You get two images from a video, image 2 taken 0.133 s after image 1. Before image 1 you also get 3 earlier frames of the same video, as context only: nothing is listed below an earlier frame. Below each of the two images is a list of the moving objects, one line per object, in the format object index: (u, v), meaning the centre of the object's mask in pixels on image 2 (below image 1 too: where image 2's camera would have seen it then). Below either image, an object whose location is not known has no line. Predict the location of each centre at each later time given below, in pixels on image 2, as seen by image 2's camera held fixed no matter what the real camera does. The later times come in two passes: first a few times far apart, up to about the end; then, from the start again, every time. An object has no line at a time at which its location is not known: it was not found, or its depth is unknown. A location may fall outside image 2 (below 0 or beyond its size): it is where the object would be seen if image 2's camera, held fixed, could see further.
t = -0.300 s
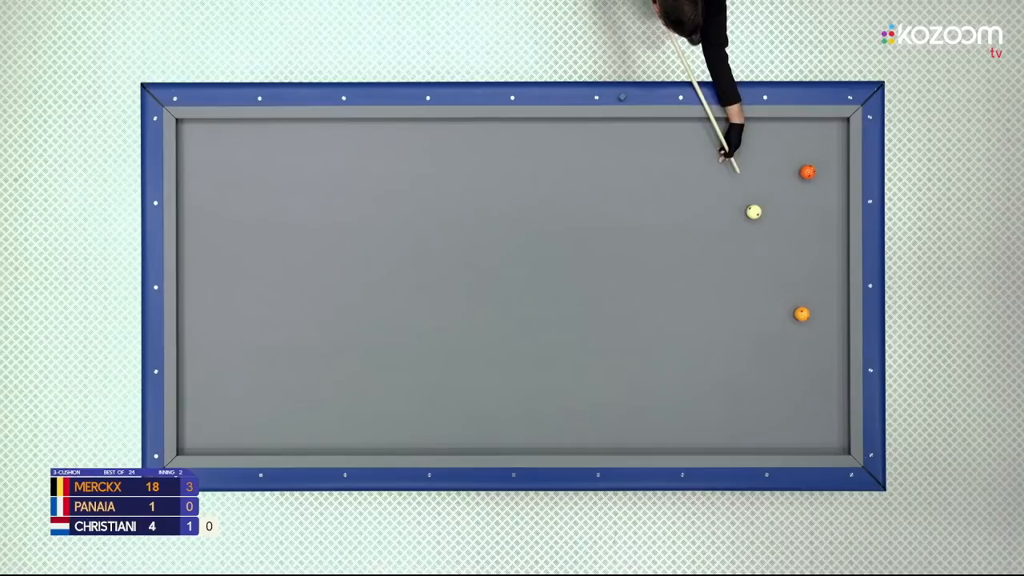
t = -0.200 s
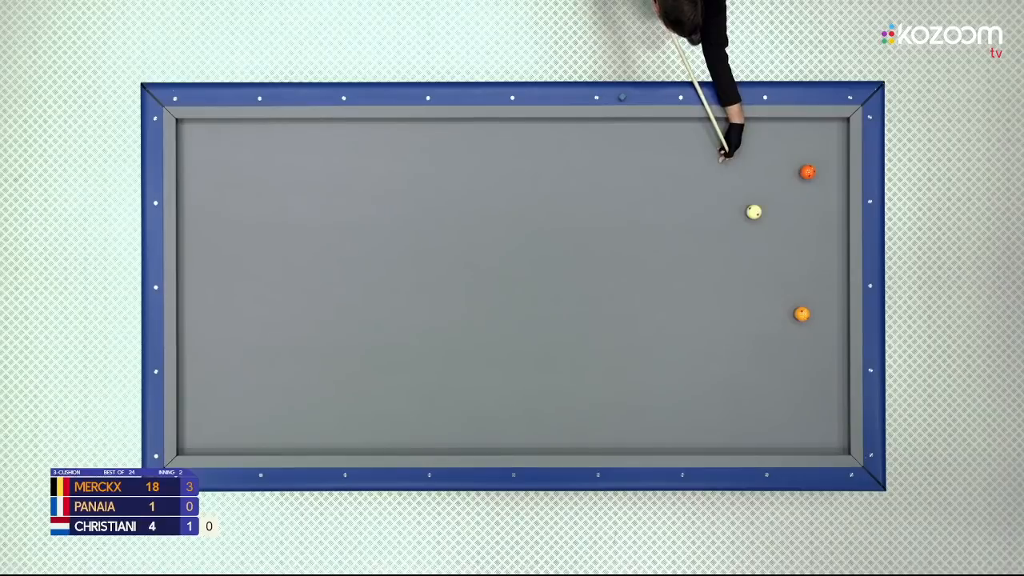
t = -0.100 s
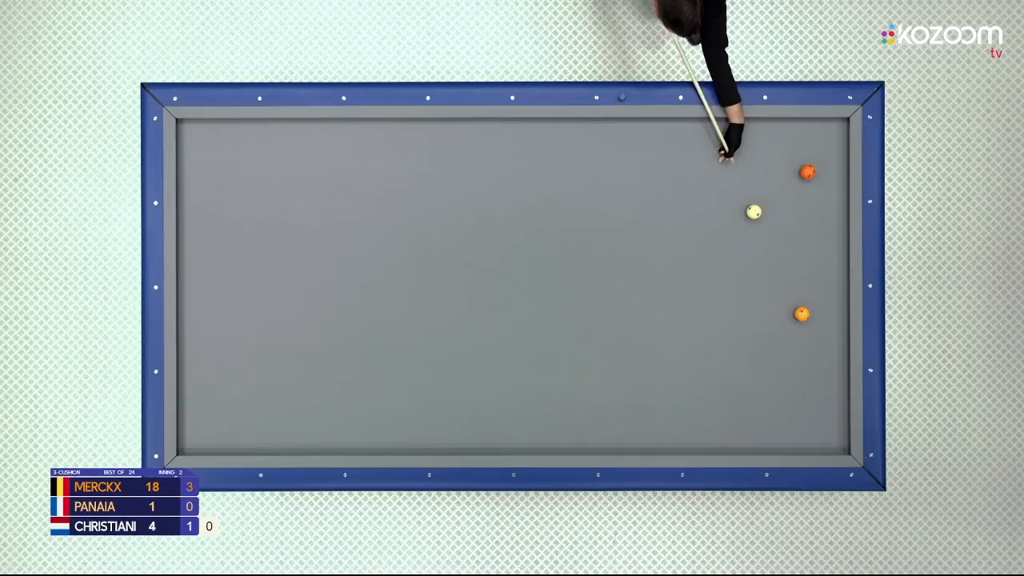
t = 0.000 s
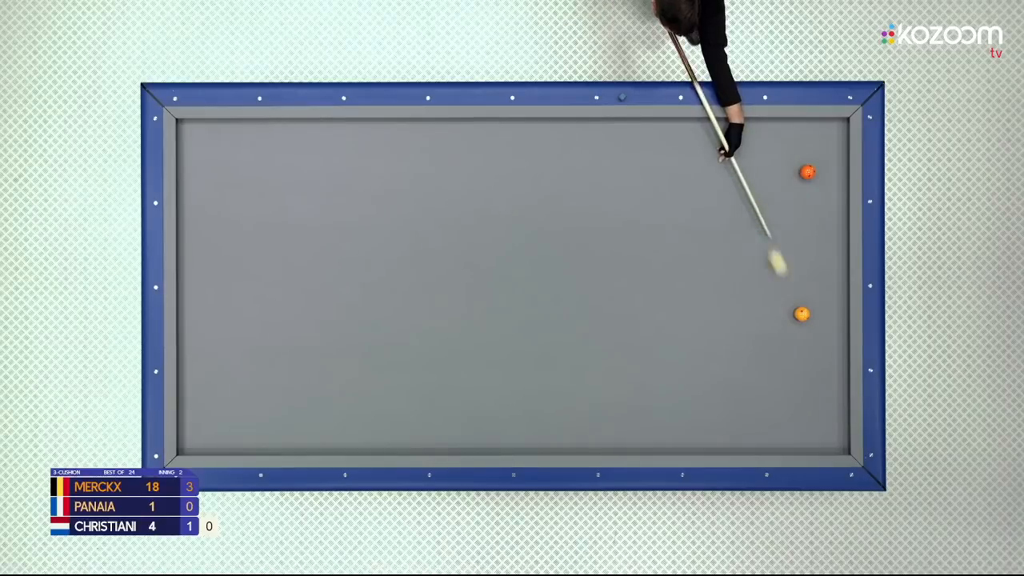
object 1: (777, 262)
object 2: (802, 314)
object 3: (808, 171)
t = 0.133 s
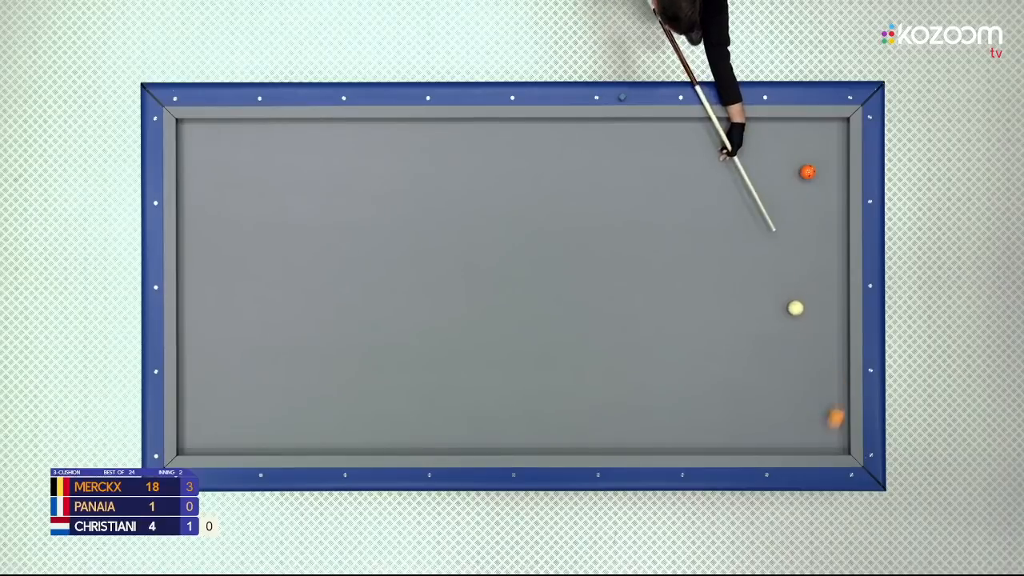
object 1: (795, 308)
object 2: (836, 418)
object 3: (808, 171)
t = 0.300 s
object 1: (798, 324)
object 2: (761, 370)
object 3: (808, 171)
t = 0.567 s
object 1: (816, 373)
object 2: (647, 212)
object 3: (808, 171)
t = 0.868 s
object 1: (840, 443)
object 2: (559, 174)
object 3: (808, 172)
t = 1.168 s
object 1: (840, 416)
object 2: (510, 267)
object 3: (808, 172)
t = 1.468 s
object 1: (836, 387)
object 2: (461, 345)
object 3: (808, 172)
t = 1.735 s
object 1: (832, 362)
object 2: (418, 414)
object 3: (808, 172)
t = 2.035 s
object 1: (828, 335)
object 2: (379, 419)
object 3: (808, 172)
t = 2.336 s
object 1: (824, 309)
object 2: (347, 378)
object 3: (808, 172)
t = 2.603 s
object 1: (821, 287)
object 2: (319, 342)
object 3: (808, 172)
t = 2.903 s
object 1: (817, 263)
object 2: (288, 303)
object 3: (808, 172)
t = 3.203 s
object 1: (814, 240)
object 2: (258, 265)
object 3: (808, 172)
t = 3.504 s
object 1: (811, 218)
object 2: (229, 227)
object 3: (808, 172)
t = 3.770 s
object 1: (808, 199)
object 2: (203, 195)
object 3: (808, 172)
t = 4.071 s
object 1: (804, 185)
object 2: (188, 160)
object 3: (809, 166)
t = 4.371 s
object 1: (799, 180)
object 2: (205, 130)
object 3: (811, 154)
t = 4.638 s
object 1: (795, 176)
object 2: (222, 139)
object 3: (813, 144)
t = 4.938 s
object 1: (791, 172)
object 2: (240, 155)
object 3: (815, 133)
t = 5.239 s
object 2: (258, 171)
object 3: (817, 125)
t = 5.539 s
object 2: (275, 186)
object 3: (818, 130)
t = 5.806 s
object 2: (289, 199)
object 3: (819, 133)
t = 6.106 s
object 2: (305, 213)
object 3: (820, 136)
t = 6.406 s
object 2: (319, 227)
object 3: (821, 139)
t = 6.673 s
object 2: (332, 238)
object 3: (821, 140)
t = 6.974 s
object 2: (345, 250)
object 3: (821, 141)
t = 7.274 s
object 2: (357, 261)
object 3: (821, 141)
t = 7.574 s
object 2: (368, 272)
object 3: (821, 141)
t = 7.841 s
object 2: (378, 281)
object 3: (821, 141)
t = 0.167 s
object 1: (795, 310)
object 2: (822, 445)
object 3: (808, 171)
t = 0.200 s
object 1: (796, 314)
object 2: (807, 434)
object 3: (808, 171)
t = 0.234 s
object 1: (796, 317)
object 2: (790, 412)
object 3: (808, 171)
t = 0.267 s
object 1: (797, 320)
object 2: (776, 390)
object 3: (808, 171)
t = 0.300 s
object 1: (798, 324)
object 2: (761, 370)
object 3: (808, 171)
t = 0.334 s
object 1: (799, 329)
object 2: (745, 349)
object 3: (808, 171)
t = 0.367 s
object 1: (801, 334)
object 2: (731, 328)
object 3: (808, 171)
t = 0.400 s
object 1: (803, 339)
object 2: (716, 308)
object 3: (808, 171)
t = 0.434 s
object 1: (805, 345)
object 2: (702, 288)
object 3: (808, 171)
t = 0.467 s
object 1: (807, 351)
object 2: (688, 269)
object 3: (808, 171)
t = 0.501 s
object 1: (810, 358)
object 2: (674, 249)
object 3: (808, 171)
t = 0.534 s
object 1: (813, 365)
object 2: (660, 230)
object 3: (808, 171)
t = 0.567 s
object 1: (816, 373)
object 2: (647, 212)
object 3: (808, 171)
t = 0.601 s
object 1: (819, 381)
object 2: (634, 194)
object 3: (808, 171)
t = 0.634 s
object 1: (822, 389)
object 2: (621, 176)
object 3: (808, 171)
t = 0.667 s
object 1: (825, 396)
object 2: (608, 159)
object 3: (808, 171)
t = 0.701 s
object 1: (829, 405)
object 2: (596, 142)
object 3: (808, 171)
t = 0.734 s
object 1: (833, 413)
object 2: (583, 126)
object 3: (809, 171)
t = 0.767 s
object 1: (836, 421)
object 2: (577, 135)
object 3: (805, 174)
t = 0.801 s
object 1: (840, 429)
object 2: (571, 148)
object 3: (807, 172)
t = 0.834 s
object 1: (842, 437)
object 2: (565, 161)
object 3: (808, 172)
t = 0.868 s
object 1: (840, 443)
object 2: (559, 174)
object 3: (808, 172)
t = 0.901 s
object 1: (838, 447)
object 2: (554, 187)
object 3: (808, 172)
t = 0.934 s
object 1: (839, 442)
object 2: (549, 198)
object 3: (808, 172)
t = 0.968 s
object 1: (840, 438)
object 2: (543, 210)
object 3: (808, 172)
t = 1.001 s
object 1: (841, 434)
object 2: (537, 220)
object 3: (808, 172)
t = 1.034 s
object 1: (842, 430)
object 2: (532, 230)
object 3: (808, 172)
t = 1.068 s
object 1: (842, 426)
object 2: (526, 240)
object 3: (808, 172)
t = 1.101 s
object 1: (841, 423)
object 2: (521, 250)
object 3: (808, 172)
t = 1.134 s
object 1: (841, 419)
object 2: (515, 258)
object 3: (808, 172)
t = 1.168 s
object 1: (840, 416)
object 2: (510, 267)
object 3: (808, 172)
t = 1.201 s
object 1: (840, 413)
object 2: (505, 275)
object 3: (808, 172)
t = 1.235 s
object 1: (839, 410)
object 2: (499, 285)
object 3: (808, 172)
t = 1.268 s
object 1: (839, 407)
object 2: (494, 293)
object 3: (808, 172)
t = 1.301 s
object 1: (838, 403)
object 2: (488, 302)
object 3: (808, 172)
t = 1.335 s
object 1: (838, 400)
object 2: (482, 311)
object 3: (808, 171)
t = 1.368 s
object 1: (837, 397)
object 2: (477, 319)
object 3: (808, 172)
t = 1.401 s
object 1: (837, 394)
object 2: (472, 328)
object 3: (808, 172)
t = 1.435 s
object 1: (836, 390)
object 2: (466, 337)
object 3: (808, 172)
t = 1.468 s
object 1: (836, 387)
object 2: (461, 345)
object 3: (808, 172)
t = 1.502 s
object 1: (835, 384)
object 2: (455, 354)
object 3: (808, 172)
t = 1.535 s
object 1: (835, 381)
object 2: (450, 362)
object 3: (808, 171)
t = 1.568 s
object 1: (834, 378)
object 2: (444, 371)
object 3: (808, 172)
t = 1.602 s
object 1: (834, 375)
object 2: (439, 380)
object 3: (808, 172)
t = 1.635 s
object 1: (834, 372)
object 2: (434, 388)
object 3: (808, 172)
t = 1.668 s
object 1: (833, 368)
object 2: (428, 397)
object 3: (808, 172)
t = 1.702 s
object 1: (833, 366)
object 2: (423, 405)
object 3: (808, 172)
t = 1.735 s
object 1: (832, 362)
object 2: (418, 414)
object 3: (808, 172)
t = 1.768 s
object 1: (832, 359)
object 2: (412, 423)
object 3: (808, 172)
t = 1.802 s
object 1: (831, 356)
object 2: (407, 431)
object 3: (808, 172)
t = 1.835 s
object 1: (831, 353)
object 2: (401, 439)
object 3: (808, 172)
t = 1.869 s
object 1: (830, 350)
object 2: (396, 447)
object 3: (808, 172)
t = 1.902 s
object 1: (830, 347)
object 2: (392, 443)
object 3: (808, 172)
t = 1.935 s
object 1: (829, 344)
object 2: (389, 436)
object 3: (808, 172)
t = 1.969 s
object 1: (829, 341)
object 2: (386, 430)
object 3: (808, 172)
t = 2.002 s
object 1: (829, 338)
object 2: (382, 424)
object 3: (808, 172)
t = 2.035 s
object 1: (828, 335)
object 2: (379, 419)
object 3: (808, 172)
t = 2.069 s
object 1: (828, 332)
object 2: (375, 414)
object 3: (808, 172)
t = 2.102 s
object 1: (827, 329)
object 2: (371, 410)
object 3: (808, 172)
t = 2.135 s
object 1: (827, 327)
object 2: (368, 405)
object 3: (808, 172)
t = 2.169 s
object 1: (826, 323)
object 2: (364, 401)
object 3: (808, 172)
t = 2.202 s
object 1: (826, 321)
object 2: (361, 396)
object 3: (808, 172)
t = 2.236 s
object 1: (826, 318)
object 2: (357, 391)
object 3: (808, 172)
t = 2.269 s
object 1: (825, 315)
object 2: (354, 387)
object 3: (808, 172)
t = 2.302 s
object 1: (825, 312)
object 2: (350, 382)
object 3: (808, 172)
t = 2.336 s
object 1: (824, 309)
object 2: (347, 378)
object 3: (808, 172)
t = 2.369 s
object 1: (824, 306)
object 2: (343, 374)
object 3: (808, 172)
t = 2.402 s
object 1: (823, 304)
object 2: (339, 369)
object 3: (808, 172)
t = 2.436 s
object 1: (823, 301)
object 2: (336, 365)
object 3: (808, 172)
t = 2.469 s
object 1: (823, 298)
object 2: (332, 360)
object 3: (808, 172)
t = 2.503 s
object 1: (822, 295)
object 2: (329, 356)
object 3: (808, 172)
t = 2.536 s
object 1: (822, 293)
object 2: (326, 351)
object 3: (808, 172)
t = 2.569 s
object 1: (821, 290)
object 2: (322, 347)
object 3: (808, 172)
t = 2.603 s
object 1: (821, 287)
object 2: (319, 342)
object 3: (808, 172)
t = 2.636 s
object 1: (820, 284)
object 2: (315, 338)
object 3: (808, 172)
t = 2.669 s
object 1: (820, 281)
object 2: (312, 334)
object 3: (808, 172)
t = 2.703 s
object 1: (820, 279)
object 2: (309, 329)
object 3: (808, 172)
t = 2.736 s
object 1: (819, 276)
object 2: (305, 325)
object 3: (808, 172)
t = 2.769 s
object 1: (819, 274)
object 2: (302, 321)
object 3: (808, 172)
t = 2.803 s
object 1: (819, 271)
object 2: (299, 316)
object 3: (808, 172)
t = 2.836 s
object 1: (818, 268)
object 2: (295, 312)
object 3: (808, 172)
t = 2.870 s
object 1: (818, 266)
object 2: (291, 307)
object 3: (808, 172)
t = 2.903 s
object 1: (817, 263)
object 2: (288, 303)
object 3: (808, 172)
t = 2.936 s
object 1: (817, 260)
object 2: (285, 299)
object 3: (808, 172)
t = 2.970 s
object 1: (816, 258)
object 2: (281, 295)
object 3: (808, 172)
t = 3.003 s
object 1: (816, 255)
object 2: (278, 290)
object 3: (808, 172)
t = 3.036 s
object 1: (816, 253)
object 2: (275, 286)
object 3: (808, 172)
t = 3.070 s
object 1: (815, 250)
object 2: (271, 282)
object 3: (808, 172)
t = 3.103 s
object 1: (815, 248)
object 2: (268, 278)
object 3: (808, 172)
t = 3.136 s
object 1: (815, 245)
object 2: (265, 274)
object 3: (808, 172)
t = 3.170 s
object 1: (814, 242)
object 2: (261, 269)
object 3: (808, 172)
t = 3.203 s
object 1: (814, 240)
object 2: (258, 265)
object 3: (808, 172)
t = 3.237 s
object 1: (813, 237)
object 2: (255, 261)
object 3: (808, 172)
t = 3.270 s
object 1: (813, 235)
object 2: (251, 256)
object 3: (808, 172)
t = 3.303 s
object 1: (813, 232)
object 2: (248, 252)
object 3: (808, 172)
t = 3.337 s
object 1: (812, 230)
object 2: (245, 248)
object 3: (808, 172)
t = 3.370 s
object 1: (812, 228)
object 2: (242, 244)
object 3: (808, 172)
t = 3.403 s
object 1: (812, 225)
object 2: (239, 240)
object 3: (808, 172)
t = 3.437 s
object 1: (811, 223)
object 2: (235, 236)
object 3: (808, 172)
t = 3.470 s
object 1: (811, 220)
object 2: (232, 231)
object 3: (808, 172)
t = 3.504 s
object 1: (811, 218)
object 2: (229, 227)
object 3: (808, 172)
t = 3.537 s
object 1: (810, 215)
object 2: (226, 223)
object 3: (808, 172)
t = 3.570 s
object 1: (810, 213)
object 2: (222, 219)
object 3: (808, 172)
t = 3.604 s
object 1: (810, 211)
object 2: (219, 215)
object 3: (808, 172)
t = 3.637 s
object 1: (809, 208)
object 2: (216, 211)
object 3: (808, 172)
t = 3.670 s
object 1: (809, 206)
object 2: (213, 207)
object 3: (808, 172)
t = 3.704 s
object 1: (808, 204)
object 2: (210, 203)
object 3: (808, 172)
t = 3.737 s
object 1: (808, 201)
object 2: (207, 199)
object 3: (808, 172)
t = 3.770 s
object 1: (808, 199)
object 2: (203, 195)
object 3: (808, 172)
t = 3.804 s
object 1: (808, 196)
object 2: (200, 191)
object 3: (808, 172)
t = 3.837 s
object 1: (807, 194)
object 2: (197, 187)
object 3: (808, 172)
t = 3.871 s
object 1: (807, 192)
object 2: (194, 183)
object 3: (808, 172)
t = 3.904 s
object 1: (806, 190)
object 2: (191, 178)
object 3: (808, 172)
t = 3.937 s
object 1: (806, 188)
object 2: (187, 174)
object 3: (808, 172)
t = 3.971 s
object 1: (806, 187)
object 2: (184, 171)
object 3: (808, 170)
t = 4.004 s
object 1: (805, 186)
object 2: (184, 167)
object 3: (808, 169)
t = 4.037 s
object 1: (805, 186)
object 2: (187, 164)
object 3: (809, 168)
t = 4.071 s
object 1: (804, 185)
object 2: (188, 160)
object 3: (809, 166)
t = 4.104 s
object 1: (803, 184)
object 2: (191, 157)
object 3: (809, 165)
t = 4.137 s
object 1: (803, 184)
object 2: (193, 154)
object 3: (809, 163)
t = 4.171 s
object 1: (802, 183)
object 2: (194, 150)
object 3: (810, 162)
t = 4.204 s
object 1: (802, 183)
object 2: (196, 147)
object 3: (810, 160)
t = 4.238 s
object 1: (801, 182)
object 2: (198, 143)
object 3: (810, 159)
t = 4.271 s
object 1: (801, 181)
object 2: (200, 140)
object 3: (810, 158)
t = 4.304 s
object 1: (800, 181)
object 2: (202, 137)
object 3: (810, 156)
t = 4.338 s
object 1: (799, 180)
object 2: (203, 133)
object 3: (811, 155)
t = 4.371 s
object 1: (799, 180)
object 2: (205, 130)
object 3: (811, 154)
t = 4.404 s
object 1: (798, 179)
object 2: (207, 127)
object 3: (811, 152)
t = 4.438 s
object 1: (798, 179)
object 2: (209, 127)
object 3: (811, 151)
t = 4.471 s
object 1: (797, 178)
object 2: (211, 129)
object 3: (812, 150)
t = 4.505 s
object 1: (797, 178)
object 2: (213, 131)
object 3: (812, 148)
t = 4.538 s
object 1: (797, 177)
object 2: (215, 133)
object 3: (812, 147)
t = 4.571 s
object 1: (796, 177)
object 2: (217, 135)
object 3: (813, 146)
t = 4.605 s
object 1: (796, 176)
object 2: (219, 137)
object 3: (813, 145)
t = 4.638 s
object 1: (795, 176)
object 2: (222, 139)
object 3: (813, 144)
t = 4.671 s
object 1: (795, 176)
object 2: (223, 141)
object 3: (813, 142)
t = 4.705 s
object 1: (794, 175)
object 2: (226, 143)
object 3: (813, 141)
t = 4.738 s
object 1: (794, 174)
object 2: (228, 144)
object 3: (814, 140)
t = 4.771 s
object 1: (793, 174)
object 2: (230, 146)
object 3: (814, 138)
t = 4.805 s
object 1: (793, 174)
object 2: (232, 148)
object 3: (814, 137)
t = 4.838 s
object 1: (792, 173)
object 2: (234, 150)
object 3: (814, 136)
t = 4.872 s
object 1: (792, 173)
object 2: (236, 152)
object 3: (815, 135)
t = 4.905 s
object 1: (792, 173)
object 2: (238, 154)
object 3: (815, 134)
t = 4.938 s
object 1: (791, 172)
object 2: (240, 155)
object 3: (815, 133)
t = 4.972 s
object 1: (791, 172)
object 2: (242, 157)
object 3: (815, 132)
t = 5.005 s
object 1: (791, 172)
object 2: (244, 159)
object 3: (816, 131)
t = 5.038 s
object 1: (790, 171)
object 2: (246, 161)
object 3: (816, 130)
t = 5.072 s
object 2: (248, 162)
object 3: (816, 129)
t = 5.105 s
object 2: (250, 164)
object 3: (816, 128)
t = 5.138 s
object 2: (252, 166)
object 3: (817, 126)
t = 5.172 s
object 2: (254, 168)
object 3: (817, 125)
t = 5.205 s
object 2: (256, 170)
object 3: (817, 125)
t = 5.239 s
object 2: (258, 171)
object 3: (817, 125)
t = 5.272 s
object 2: (260, 173)
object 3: (818, 125)
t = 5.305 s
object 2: (262, 174)
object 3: (818, 126)
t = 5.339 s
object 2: (264, 176)
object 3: (818, 126)
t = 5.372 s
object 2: (266, 178)
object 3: (818, 127)
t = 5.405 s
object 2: (268, 179)
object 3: (818, 127)
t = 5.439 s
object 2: (270, 181)
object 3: (818, 128)
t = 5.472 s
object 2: (272, 183)
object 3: (818, 128)
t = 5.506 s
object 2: (273, 184)
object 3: (818, 129)
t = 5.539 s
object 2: (275, 186)
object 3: (818, 130)
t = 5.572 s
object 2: (277, 188)
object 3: (819, 130)
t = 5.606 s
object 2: (279, 190)
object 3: (819, 131)
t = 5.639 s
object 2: (281, 191)
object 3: (819, 131)
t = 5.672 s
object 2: (282, 193)
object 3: (819, 132)
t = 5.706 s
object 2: (284, 194)
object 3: (819, 132)
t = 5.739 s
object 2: (286, 196)
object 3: (819, 133)
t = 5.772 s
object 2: (288, 198)
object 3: (819, 133)
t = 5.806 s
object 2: (289, 199)
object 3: (819, 133)
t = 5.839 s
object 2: (291, 201)
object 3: (819, 134)
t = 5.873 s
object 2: (293, 202)
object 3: (820, 134)
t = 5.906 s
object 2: (295, 204)
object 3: (820, 135)
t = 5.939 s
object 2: (296, 206)
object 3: (820, 135)
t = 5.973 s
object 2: (298, 207)
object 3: (820, 135)
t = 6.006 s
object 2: (300, 209)
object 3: (820, 136)
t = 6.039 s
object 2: (301, 210)
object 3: (820, 136)
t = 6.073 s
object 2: (303, 212)
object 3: (820, 136)
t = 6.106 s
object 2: (305, 213)
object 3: (820, 136)
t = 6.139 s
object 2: (307, 215)
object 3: (820, 137)
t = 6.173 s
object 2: (308, 216)
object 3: (820, 137)
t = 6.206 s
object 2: (310, 218)
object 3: (820, 137)
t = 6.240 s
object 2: (311, 219)
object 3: (820, 138)
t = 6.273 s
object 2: (313, 221)
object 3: (821, 138)
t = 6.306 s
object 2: (315, 222)
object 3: (820, 138)
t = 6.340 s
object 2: (316, 223)
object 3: (821, 138)
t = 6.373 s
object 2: (318, 225)
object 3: (821, 138)
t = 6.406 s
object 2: (319, 227)
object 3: (821, 139)
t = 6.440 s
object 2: (321, 228)
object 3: (821, 139)
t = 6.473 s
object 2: (323, 229)
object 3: (821, 139)
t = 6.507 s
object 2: (324, 231)
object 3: (821, 139)
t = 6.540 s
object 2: (326, 232)
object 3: (821, 139)
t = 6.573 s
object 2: (327, 233)
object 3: (821, 140)
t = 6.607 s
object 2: (329, 235)
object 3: (821, 140)
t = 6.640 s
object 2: (330, 236)
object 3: (821, 140)
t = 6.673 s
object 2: (332, 238)
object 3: (821, 140)
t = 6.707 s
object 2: (333, 239)
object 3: (821, 140)
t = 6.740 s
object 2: (335, 241)
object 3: (821, 140)
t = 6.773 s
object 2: (336, 242)
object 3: (821, 141)
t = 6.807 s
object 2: (338, 243)
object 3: (821, 141)
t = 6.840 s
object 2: (339, 244)
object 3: (821, 141)
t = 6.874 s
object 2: (340, 246)
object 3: (821, 141)
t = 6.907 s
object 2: (342, 247)
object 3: (821, 141)
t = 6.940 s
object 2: (343, 248)
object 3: (821, 141)
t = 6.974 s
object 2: (345, 250)
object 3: (821, 141)
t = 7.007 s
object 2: (346, 251)
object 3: (821, 141)
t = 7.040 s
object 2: (348, 252)
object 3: (821, 141)
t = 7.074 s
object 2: (349, 254)
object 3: (821, 141)
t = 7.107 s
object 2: (350, 255)
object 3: (821, 141)
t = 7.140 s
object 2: (352, 256)
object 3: (821, 141)
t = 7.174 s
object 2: (353, 258)
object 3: (821, 141)
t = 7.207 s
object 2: (354, 259)
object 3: (821, 141)
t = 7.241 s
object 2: (356, 260)
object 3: (821, 141)
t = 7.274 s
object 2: (357, 261)
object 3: (821, 141)
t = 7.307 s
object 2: (358, 262)
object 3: (821, 141)
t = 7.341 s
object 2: (359, 263)
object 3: (821, 141)
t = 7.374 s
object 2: (361, 265)
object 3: (821, 141)
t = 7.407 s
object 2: (362, 266)
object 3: (821, 141)
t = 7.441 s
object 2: (364, 267)
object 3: (821, 141)
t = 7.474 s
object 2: (365, 268)
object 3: (821, 141)
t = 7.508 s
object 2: (366, 269)
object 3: (821, 141)
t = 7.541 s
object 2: (367, 271)
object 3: (821, 141)
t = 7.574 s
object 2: (368, 272)
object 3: (821, 141)
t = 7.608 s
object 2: (369, 273)
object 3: (821, 141)
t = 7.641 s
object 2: (371, 274)
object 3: (821, 141)
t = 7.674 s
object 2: (372, 275)
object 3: (821, 141)
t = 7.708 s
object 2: (373, 276)
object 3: (821, 141)
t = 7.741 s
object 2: (374, 278)
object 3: (821, 141)
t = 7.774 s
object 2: (376, 278)
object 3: (821, 141)
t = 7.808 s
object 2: (377, 280)
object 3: (821, 141)
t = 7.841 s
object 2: (378, 281)
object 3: (821, 141)
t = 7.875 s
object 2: (379, 282)
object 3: (821, 141)
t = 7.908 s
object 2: (380, 283)
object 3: (821, 141)
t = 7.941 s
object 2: (381, 284)
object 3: (821, 141)
